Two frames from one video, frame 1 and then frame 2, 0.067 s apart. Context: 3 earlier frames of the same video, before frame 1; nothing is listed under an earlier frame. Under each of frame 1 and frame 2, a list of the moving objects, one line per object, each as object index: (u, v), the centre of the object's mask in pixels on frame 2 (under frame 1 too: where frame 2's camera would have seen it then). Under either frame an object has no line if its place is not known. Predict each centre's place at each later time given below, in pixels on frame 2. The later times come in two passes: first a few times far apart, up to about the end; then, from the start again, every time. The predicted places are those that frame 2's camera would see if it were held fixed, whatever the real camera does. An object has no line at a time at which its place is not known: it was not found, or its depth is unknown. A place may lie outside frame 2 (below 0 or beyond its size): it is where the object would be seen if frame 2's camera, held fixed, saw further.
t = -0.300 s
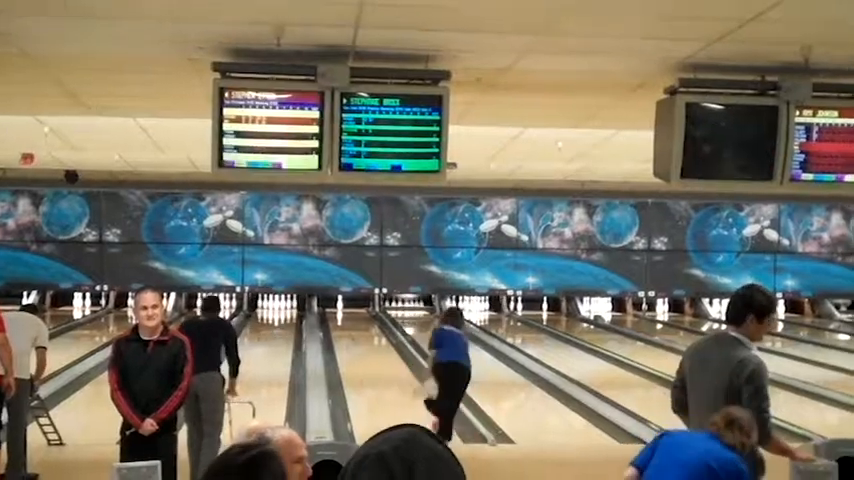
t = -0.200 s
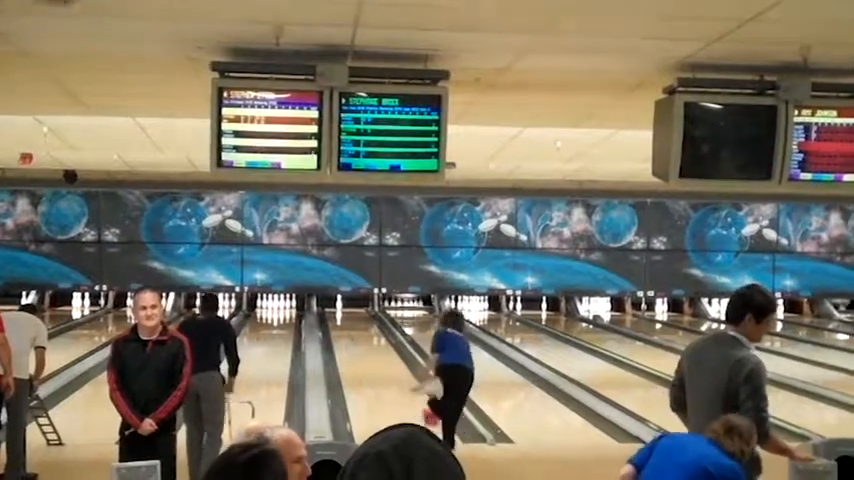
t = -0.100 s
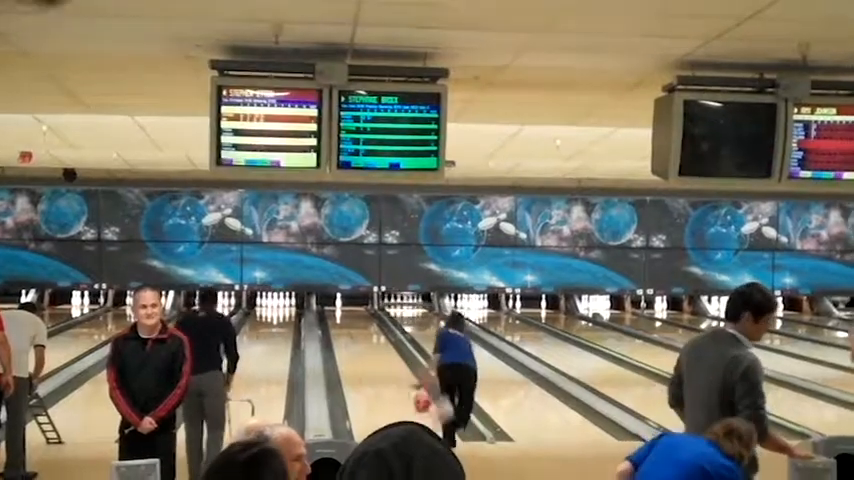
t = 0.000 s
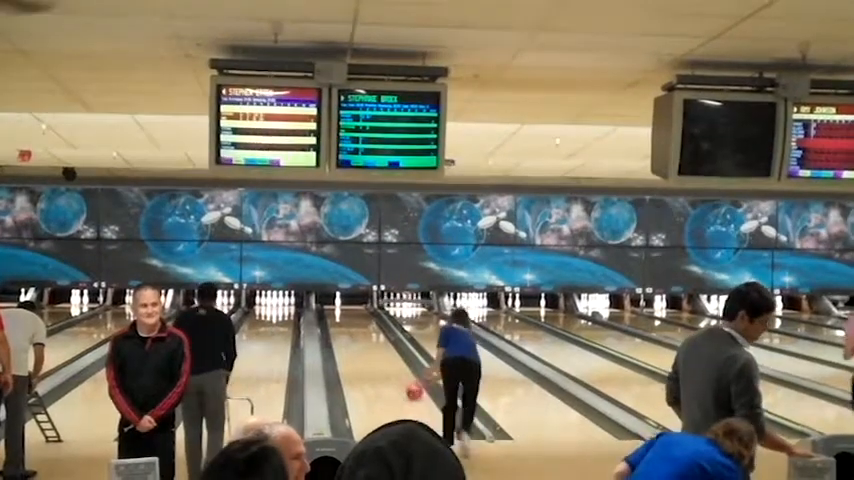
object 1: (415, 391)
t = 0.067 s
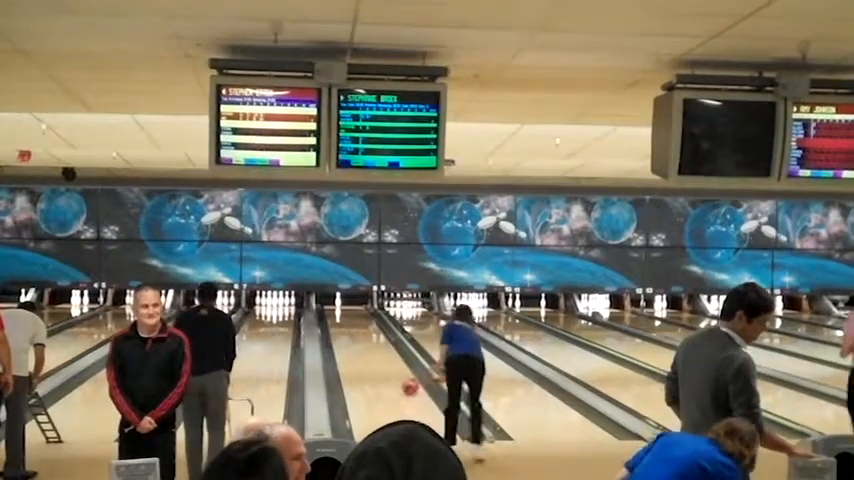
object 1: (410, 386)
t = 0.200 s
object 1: (401, 375)
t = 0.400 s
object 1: (391, 363)
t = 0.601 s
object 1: (381, 351)
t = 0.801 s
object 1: (375, 343)
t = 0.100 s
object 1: (408, 383)
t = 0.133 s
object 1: (407, 380)
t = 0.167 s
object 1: (403, 378)
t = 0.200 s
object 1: (401, 375)
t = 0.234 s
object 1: (400, 373)
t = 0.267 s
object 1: (398, 371)
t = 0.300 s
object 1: (396, 368)
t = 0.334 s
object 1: (394, 366)
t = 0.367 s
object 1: (392, 365)
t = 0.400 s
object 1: (391, 363)
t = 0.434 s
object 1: (389, 361)
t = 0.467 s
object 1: (388, 359)
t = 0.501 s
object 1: (386, 357)
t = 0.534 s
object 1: (384, 355)
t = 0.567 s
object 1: (383, 355)
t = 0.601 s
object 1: (381, 351)
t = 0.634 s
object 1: (381, 351)
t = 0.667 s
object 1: (379, 347)
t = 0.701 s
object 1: (378, 345)
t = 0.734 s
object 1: (376, 345)
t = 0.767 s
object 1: (375, 344)
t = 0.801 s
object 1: (375, 343)
